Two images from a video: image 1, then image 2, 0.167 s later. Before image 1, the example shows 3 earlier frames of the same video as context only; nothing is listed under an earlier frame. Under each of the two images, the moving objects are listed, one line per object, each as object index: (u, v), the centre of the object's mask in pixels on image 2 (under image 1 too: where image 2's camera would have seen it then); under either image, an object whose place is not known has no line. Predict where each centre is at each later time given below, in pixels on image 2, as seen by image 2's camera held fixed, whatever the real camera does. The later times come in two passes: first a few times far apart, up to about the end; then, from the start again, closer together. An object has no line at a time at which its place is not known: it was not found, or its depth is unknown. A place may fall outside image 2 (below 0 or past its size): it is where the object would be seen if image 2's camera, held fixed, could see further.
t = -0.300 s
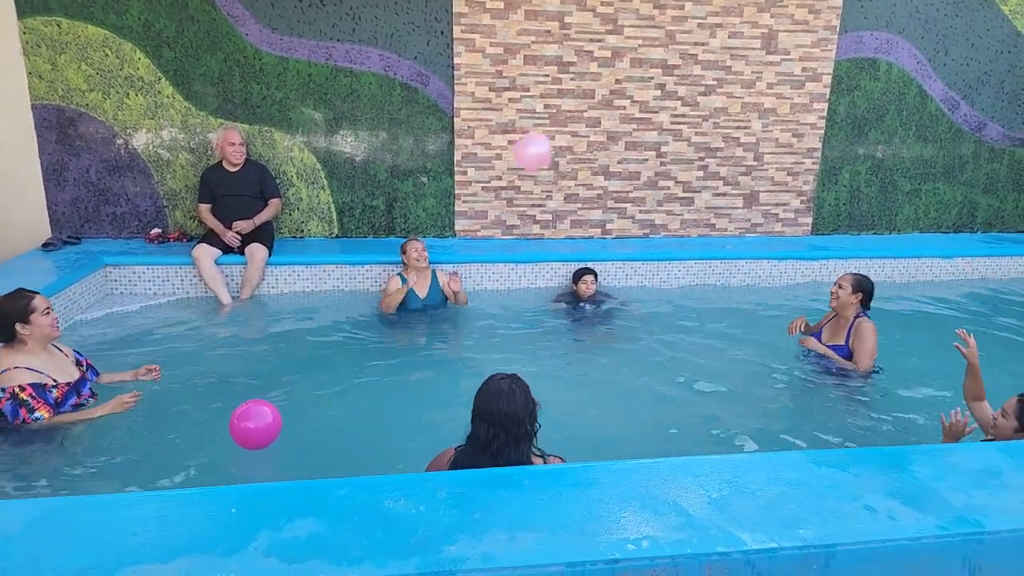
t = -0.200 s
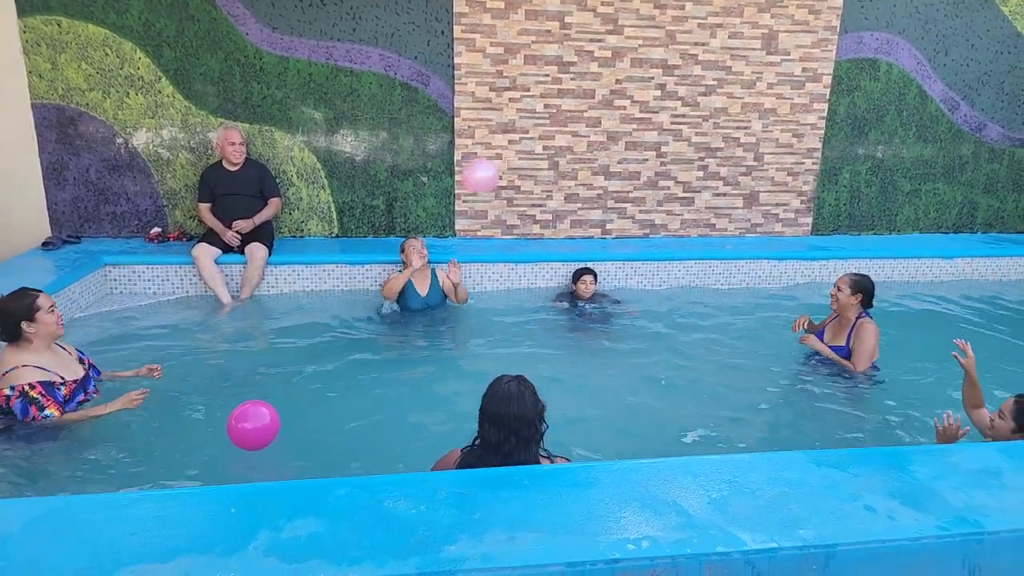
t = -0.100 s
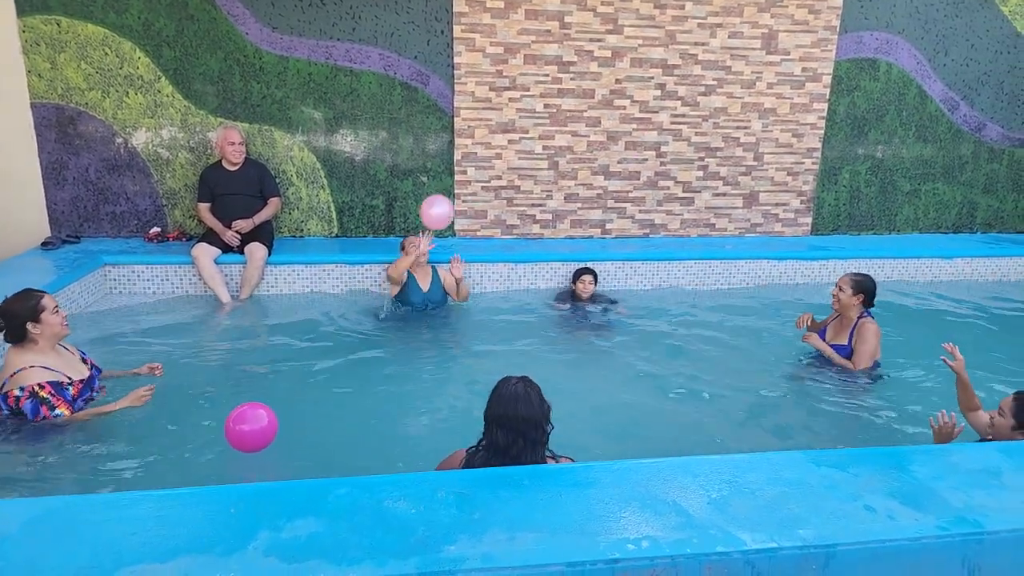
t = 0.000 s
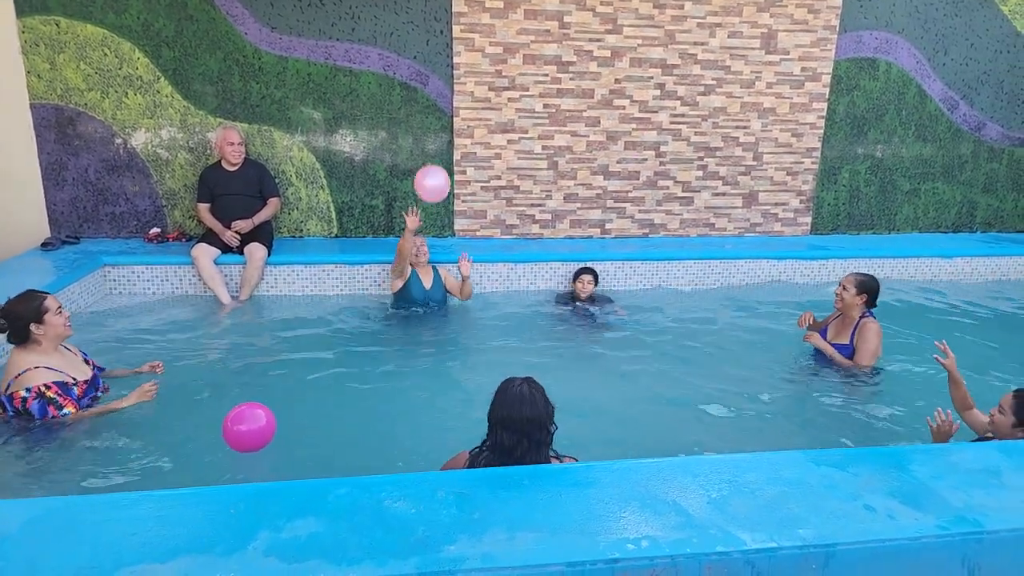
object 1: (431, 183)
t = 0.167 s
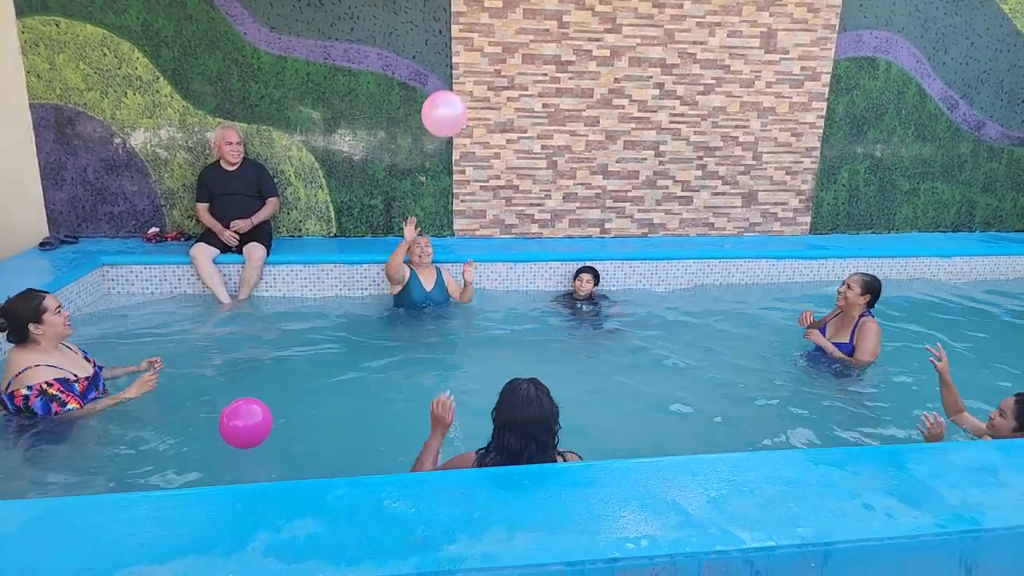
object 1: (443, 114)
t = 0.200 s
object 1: (449, 103)
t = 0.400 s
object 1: (490, 78)
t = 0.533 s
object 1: (527, 132)
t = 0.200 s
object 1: (449, 103)
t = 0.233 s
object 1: (452, 93)
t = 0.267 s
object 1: (458, 85)
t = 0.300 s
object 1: (466, 79)
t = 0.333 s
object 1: (473, 76)
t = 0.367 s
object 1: (481, 75)
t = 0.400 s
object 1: (490, 78)
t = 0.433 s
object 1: (500, 85)
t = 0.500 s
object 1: (517, 111)
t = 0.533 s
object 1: (527, 132)
